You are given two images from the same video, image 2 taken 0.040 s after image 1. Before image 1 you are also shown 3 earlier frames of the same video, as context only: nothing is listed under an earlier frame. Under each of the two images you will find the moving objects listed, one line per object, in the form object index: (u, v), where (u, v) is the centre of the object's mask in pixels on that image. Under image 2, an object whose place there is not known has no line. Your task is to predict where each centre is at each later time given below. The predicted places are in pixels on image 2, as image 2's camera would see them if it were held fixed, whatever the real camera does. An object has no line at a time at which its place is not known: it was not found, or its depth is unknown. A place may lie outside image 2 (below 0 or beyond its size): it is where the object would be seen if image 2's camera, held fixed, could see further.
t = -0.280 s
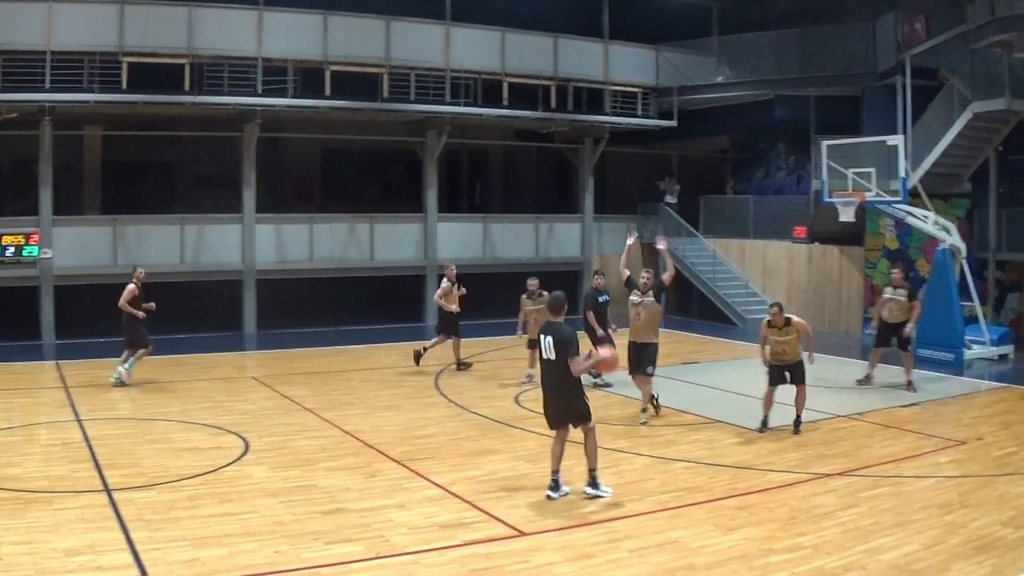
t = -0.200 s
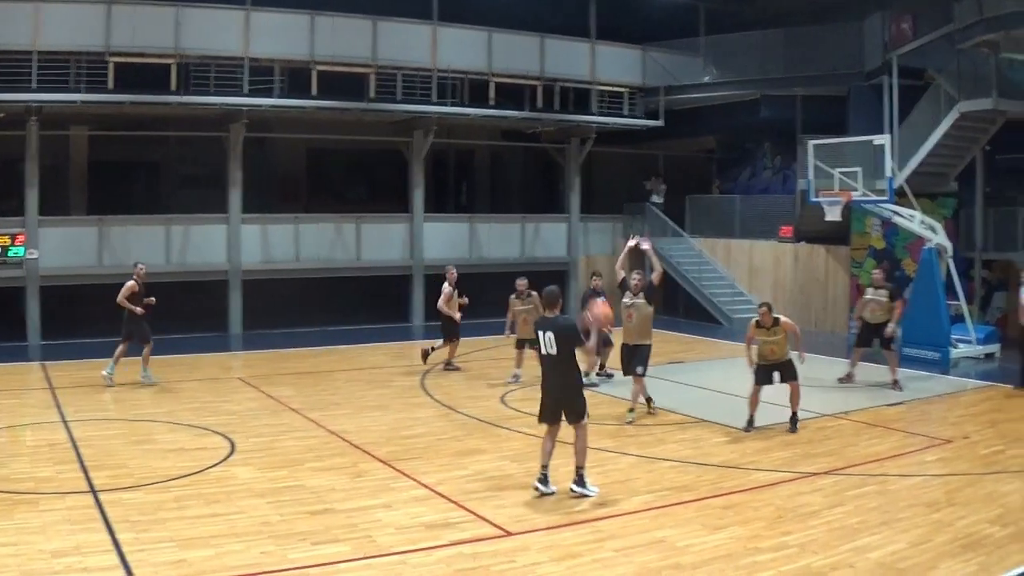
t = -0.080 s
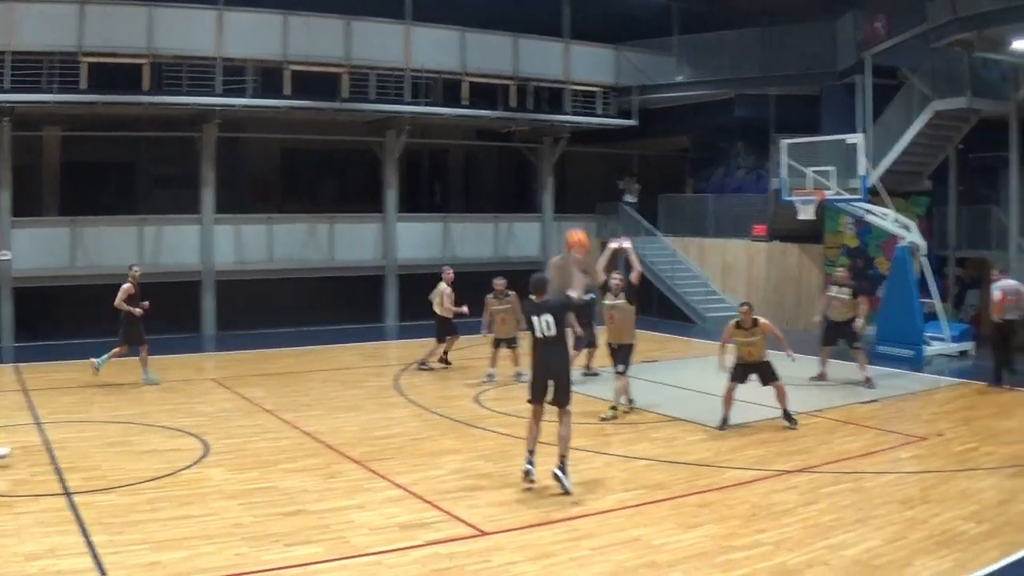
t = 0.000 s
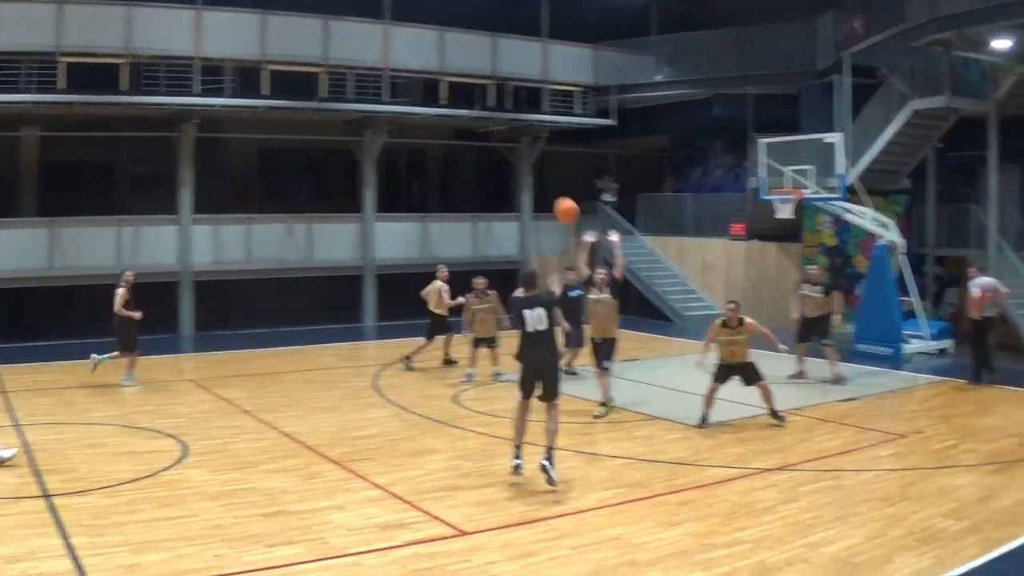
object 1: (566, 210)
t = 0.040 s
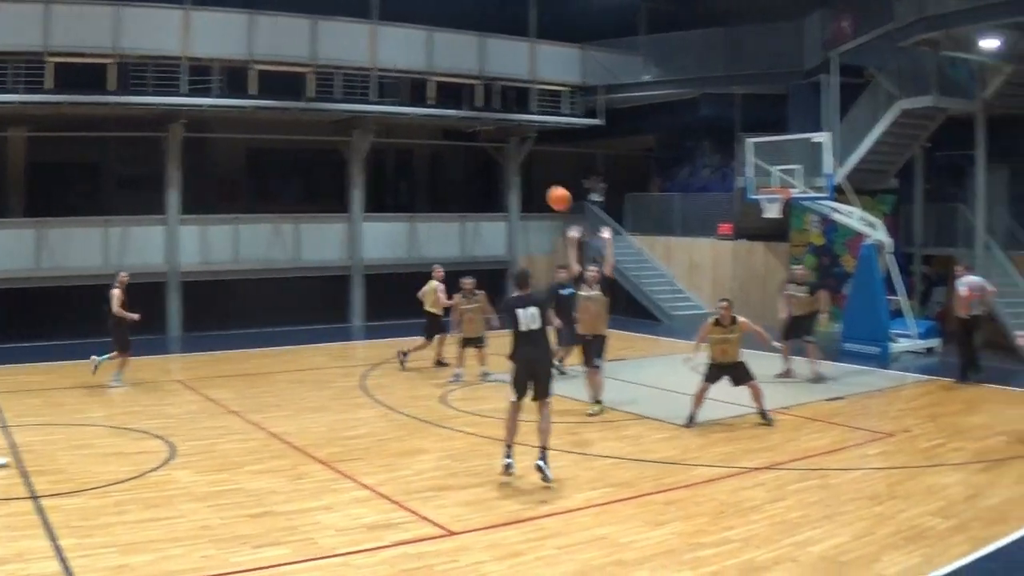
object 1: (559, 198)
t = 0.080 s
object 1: (560, 189)
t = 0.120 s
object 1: (561, 181)
